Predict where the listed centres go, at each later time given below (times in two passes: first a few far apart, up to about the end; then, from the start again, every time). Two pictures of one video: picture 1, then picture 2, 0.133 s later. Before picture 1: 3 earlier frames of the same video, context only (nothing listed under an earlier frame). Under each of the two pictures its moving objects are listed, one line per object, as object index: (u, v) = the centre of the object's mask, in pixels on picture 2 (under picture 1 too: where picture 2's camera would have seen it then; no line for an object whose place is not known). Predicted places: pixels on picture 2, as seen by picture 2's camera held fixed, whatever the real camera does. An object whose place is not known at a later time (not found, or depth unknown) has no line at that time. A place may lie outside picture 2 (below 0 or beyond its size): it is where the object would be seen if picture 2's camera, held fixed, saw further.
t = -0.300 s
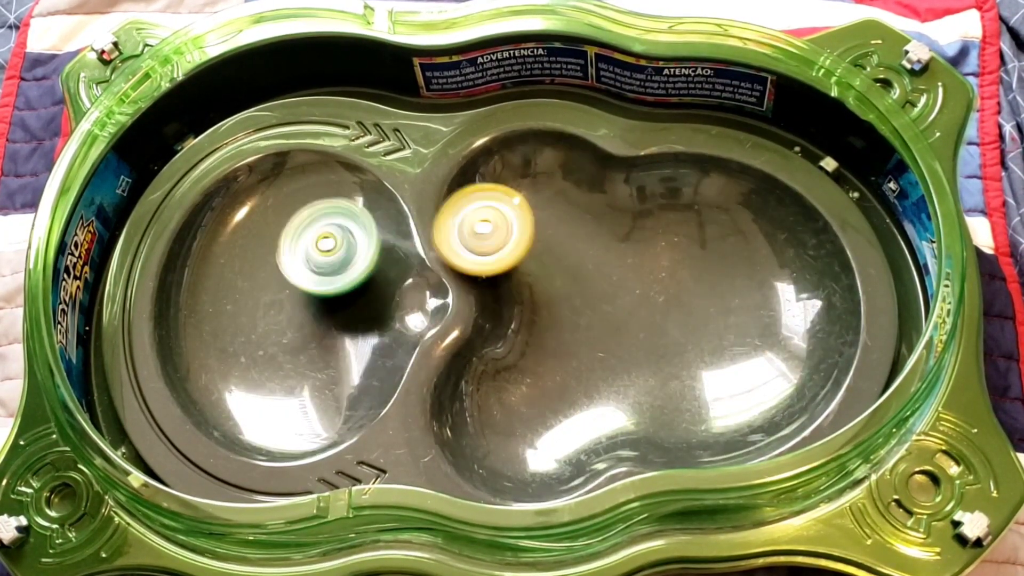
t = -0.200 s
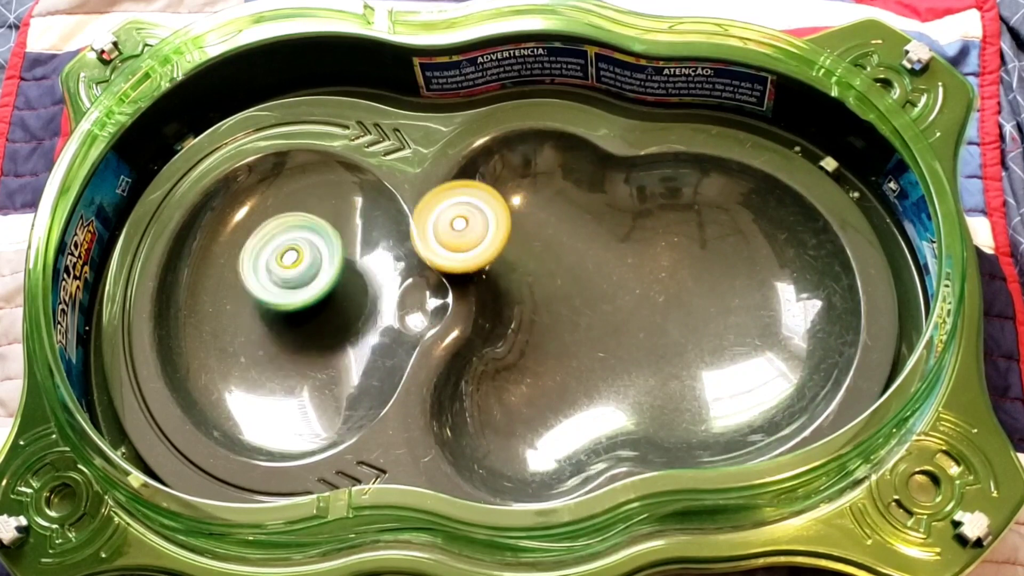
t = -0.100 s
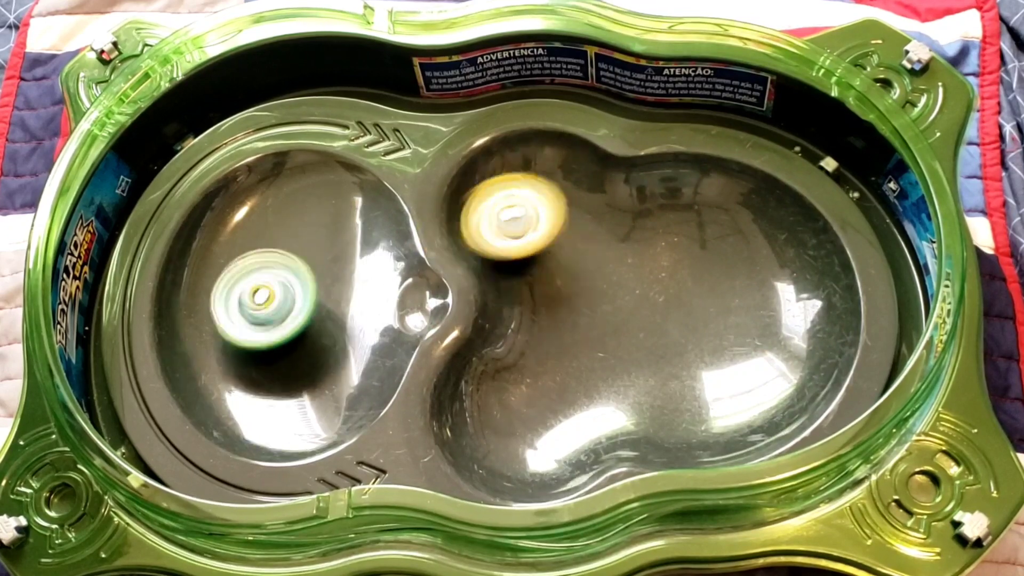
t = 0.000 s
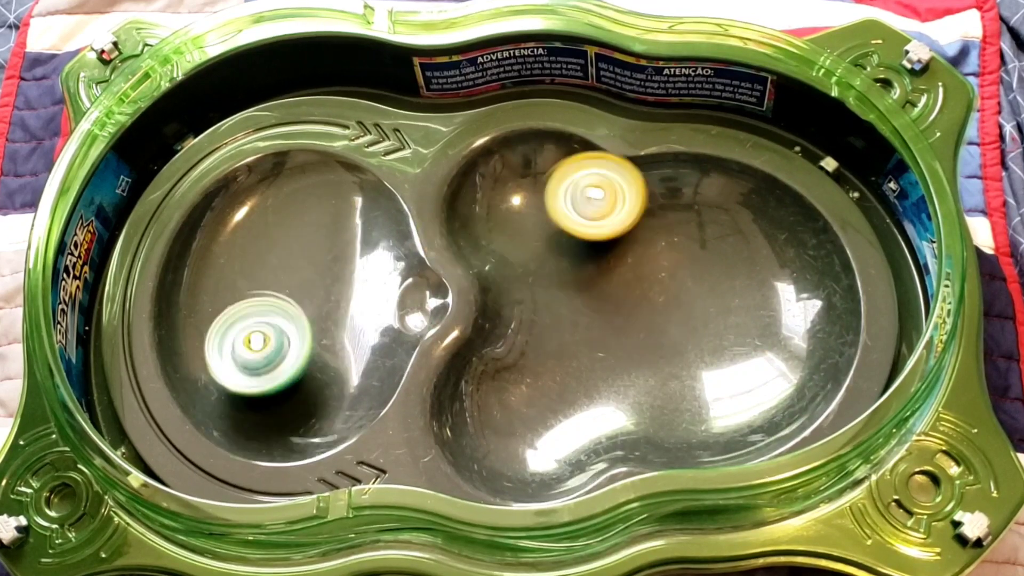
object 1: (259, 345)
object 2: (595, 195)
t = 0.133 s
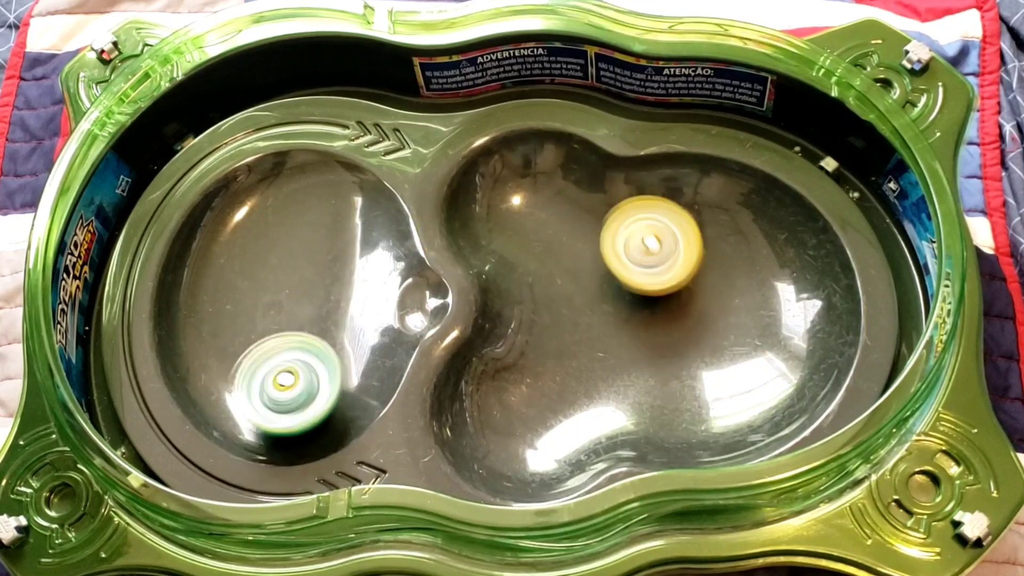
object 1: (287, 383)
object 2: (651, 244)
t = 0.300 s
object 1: (331, 351)
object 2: (688, 331)
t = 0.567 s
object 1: (276, 261)
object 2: (753, 312)
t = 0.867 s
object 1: (230, 335)
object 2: (632, 291)
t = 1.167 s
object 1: (341, 262)
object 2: (588, 383)
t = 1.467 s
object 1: (274, 185)
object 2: (619, 334)
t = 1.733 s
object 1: (264, 308)
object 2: (602, 337)
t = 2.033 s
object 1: (373, 298)
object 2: (689, 314)
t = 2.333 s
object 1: (306, 248)
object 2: (690, 238)
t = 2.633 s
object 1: (221, 354)
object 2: (644, 323)
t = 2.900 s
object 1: (319, 357)
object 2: (729, 356)
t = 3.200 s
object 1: (315, 219)
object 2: (672, 266)
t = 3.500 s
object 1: (225, 252)
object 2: (579, 326)
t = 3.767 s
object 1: (314, 316)
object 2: (606, 377)
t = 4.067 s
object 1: (363, 230)
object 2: (694, 293)
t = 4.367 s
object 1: (253, 269)
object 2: (634, 248)
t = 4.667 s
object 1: (261, 386)
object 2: (644, 326)
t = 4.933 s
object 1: (338, 323)
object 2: (736, 329)
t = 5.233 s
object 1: (280, 221)
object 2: (664, 269)
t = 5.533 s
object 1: (233, 287)
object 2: (603, 345)
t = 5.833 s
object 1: (343, 290)
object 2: (659, 347)
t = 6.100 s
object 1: (339, 219)
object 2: (682, 279)
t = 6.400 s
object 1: (247, 288)
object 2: (628, 258)
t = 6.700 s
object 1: (278, 379)
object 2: (659, 325)
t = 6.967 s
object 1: (335, 308)
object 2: (732, 317)
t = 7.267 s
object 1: (273, 226)
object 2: (661, 281)
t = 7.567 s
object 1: (245, 288)
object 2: (617, 344)
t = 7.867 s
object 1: (342, 288)
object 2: (667, 337)
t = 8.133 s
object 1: (334, 234)
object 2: (683, 277)
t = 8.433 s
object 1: (250, 294)
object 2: (647, 269)
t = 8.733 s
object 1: (277, 368)
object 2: (675, 331)
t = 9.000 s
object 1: (328, 301)
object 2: (722, 314)
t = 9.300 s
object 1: (281, 224)
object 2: (655, 289)
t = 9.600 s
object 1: (251, 275)
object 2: (626, 326)
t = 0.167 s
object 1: (299, 384)
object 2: (658, 267)
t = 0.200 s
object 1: (309, 381)
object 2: (663, 287)
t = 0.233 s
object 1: (319, 373)
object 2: (670, 304)
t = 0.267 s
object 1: (326, 364)
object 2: (678, 319)
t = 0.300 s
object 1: (331, 351)
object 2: (688, 331)
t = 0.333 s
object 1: (334, 336)
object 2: (699, 339)
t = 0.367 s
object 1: (333, 322)
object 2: (710, 344)
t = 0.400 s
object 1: (330, 308)
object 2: (721, 345)
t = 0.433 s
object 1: (324, 294)
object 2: (732, 344)
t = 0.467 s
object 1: (315, 282)
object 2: (739, 340)
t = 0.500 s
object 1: (303, 272)
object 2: (746, 332)
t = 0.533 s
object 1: (290, 265)
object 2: (751, 323)
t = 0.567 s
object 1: (276, 261)
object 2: (753, 312)
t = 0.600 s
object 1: (261, 260)
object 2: (751, 299)
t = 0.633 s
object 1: (247, 262)
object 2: (743, 289)
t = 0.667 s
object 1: (235, 266)
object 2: (731, 280)
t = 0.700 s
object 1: (224, 275)
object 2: (715, 274)
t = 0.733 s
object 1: (217, 286)
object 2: (698, 272)
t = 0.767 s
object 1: (214, 299)
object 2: (679, 273)
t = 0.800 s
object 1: (214, 314)
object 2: (662, 276)
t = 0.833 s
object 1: (219, 325)
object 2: (646, 283)
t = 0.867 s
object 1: (230, 335)
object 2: (632, 291)
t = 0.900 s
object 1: (243, 342)
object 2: (622, 300)
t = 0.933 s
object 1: (258, 343)
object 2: (613, 311)
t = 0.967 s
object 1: (275, 341)
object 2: (607, 322)
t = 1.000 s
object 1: (291, 334)
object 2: (601, 335)
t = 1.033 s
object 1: (304, 324)
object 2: (596, 349)
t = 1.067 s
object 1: (316, 311)
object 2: (591, 361)
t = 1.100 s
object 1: (327, 295)
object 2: (587, 372)
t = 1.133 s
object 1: (335, 279)
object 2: (586, 380)
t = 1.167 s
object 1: (341, 262)
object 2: (588, 383)
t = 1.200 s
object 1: (342, 246)
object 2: (592, 382)
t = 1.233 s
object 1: (342, 229)
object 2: (600, 378)
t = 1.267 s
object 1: (339, 214)
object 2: (608, 373)
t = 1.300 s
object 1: (333, 201)
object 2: (614, 367)
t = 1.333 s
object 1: (324, 190)
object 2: (619, 359)
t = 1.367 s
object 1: (314, 182)
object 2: (623, 352)
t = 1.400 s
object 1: (302, 179)
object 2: (623, 346)
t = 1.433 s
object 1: (288, 180)
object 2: (621, 339)
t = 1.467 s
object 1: (274, 185)
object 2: (619, 334)
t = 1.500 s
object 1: (262, 195)
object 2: (616, 331)
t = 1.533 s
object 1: (253, 209)
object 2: (611, 329)
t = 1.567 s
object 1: (246, 225)
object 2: (607, 329)
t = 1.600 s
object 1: (243, 243)
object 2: (604, 329)
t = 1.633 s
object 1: (243, 260)
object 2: (603, 331)
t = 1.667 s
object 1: (247, 277)
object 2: (601, 334)
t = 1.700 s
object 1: (255, 294)
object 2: (601, 335)
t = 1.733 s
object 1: (264, 308)
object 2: (602, 337)
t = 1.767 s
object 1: (275, 319)
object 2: (606, 339)
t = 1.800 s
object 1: (289, 327)
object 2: (611, 341)
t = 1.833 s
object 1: (303, 333)
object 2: (617, 341)
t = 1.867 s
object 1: (317, 336)
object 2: (626, 339)
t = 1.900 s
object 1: (332, 335)
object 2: (637, 336)
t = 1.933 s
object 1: (345, 331)
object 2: (649, 333)
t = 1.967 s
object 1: (357, 323)
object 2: (662, 328)
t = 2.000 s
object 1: (366, 312)
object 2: (676, 322)
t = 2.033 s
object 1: (373, 298)
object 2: (689, 314)
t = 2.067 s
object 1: (378, 288)
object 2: (701, 305)
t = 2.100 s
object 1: (379, 281)
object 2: (710, 296)
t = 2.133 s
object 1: (375, 274)
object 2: (716, 285)
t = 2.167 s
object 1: (369, 267)
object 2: (719, 274)
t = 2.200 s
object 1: (360, 258)
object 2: (720, 264)
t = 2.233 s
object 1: (349, 251)
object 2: (717, 255)
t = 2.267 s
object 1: (336, 247)
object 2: (710, 248)
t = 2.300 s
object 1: (321, 246)
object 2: (701, 242)
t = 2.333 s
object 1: (306, 248)
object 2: (690, 238)
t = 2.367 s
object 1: (289, 253)
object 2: (677, 238)
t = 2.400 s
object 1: (274, 260)
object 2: (665, 243)
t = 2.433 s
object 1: (259, 270)
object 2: (653, 251)
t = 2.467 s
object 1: (246, 282)
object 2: (643, 261)
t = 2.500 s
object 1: (235, 294)
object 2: (636, 271)
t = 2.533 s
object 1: (227, 308)
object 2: (634, 282)
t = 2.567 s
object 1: (222, 323)
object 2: (635, 295)
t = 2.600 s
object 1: (220, 338)
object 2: (639, 309)
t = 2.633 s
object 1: (221, 354)
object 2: (644, 323)
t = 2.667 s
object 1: (227, 368)
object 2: (650, 336)
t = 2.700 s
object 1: (238, 379)
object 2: (659, 347)
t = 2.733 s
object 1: (250, 387)
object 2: (668, 355)
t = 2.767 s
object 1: (265, 390)
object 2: (680, 360)
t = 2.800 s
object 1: (281, 388)
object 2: (693, 364)
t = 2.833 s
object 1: (297, 380)
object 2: (705, 364)
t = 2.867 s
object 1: (310, 370)
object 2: (718, 362)
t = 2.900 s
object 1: (319, 357)
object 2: (729, 356)
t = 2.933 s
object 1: (328, 343)
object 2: (738, 347)
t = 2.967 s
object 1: (334, 326)
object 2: (743, 335)
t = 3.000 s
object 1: (338, 310)
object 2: (746, 322)
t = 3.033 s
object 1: (340, 292)
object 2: (744, 307)
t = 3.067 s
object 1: (340, 275)
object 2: (735, 294)
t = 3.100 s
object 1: (336, 259)
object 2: (723, 283)
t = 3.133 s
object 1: (331, 244)
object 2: (708, 274)
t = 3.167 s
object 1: (324, 231)
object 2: (689, 269)
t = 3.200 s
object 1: (315, 219)
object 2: (672, 266)
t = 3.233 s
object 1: (304, 209)
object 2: (654, 267)
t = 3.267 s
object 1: (292, 202)
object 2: (637, 269)
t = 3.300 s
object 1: (279, 199)
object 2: (621, 273)
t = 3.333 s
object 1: (265, 198)
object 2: (609, 278)
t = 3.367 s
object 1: (252, 202)
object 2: (599, 286)
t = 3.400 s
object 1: (241, 210)
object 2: (593, 294)
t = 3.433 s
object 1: (232, 222)
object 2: (587, 304)
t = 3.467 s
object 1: (226, 237)
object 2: (582, 315)
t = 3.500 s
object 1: (225, 252)
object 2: (579, 326)
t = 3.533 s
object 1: (227, 268)
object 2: (577, 339)
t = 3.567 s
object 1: (233, 282)
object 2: (575, 353)
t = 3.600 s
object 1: (243, 295)
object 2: (574, 365)
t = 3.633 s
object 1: (255, 304)
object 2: (574, 375)
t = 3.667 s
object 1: (269, 312)
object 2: (578, 382)
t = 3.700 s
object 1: (284, 316)
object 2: (585, 384)
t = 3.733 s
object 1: (299, 317)
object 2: (594, 382)
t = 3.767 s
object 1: (314, 316)
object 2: (606, 377)
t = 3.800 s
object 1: (328, 312)
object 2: (619, 370)
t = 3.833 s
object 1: (341, 306)
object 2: (632, 362)
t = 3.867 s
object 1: (352, 296)
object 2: (646, 354)
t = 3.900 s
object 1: (362, 285)
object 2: (659, 345)
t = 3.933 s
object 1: (369, 274)
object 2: (670, 336)
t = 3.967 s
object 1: (372, 263)
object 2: (680, 327)
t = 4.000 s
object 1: (372, 251)
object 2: (687, 316)
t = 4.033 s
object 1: (369, 239)
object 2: (692, 305)
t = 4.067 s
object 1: (363, 230)
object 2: (694, 293)
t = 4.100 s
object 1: (354, 223)
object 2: (694, 282)
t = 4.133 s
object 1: (342, 219)
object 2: (693, 271)
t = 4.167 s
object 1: (329, 219)
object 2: (688, 262)
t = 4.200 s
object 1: (315, 221)
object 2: (682, 254)
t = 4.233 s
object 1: (301, 227)
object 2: (674, 248)
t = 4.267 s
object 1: (288, 235)
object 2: (665, 246)
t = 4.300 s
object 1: (275, 245)
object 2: (654, 245)
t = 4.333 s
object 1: (264, 257)
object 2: (644, 246)
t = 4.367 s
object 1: (253, 269)
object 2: (634, 248)
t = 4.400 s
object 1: (245, 283)
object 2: (625, 252)
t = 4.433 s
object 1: (238, 298)
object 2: (619, 257)
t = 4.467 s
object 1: (234, 313)
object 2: (615, 263)
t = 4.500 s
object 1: (232, 328)
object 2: (615, 271)
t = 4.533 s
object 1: (232, 342)
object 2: (618, 281)
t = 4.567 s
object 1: (235, 356)
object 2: (623, 291)
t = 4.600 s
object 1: (241, 368)
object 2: (629, 303)
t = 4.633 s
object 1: (250, 379)
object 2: (637, 315)
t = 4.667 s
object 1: (261, 386)
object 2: (644, 326)
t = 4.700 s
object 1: (274, 390)
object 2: (653, 335)
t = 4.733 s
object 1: (289, 388)
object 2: (664, 342)
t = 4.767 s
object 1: (302, 384)
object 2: (677, 346)
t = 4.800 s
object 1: (313, 376)
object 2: (690, 349)
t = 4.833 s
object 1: (322, 365)
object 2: (704, 348)
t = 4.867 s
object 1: (330, 352)
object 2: (717, 344)
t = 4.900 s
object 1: (335, 338)
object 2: (729, 338)
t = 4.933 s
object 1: (338, 323)
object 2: (736, 329)
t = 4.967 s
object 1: (339, 308)
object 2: (741, 318)
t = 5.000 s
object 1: (338, 292)
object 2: (743, 306)
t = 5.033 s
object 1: (335, 277)
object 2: (739, 294)
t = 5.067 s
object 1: (329, 265)
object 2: (732, 283)
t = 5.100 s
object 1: (322, 253)
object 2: (721, 276)
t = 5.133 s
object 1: (313, 242)
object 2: (708, 270)
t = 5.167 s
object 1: (304, 233)
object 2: (694, 267)
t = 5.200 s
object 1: (293, 226)
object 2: (679, 267)
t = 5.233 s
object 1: (280, 221)
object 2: (664, 269)
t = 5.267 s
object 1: (268, 218)
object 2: (651, 274)
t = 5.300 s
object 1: (256, 219)
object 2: (639, 279)
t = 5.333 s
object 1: (246, 223)
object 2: (629, 285)
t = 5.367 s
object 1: (236, 230)
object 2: (622, 293)
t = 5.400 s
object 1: (229, 240)
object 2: (616, 302)
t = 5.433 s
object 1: (225, 251)
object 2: (612, 312)
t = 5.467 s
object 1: (224, 264)
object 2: (609, 323)
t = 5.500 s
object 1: (227, 276)
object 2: (605, 334)
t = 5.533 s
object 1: (233, 287)
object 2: (603, 345)
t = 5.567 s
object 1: (243, 297)
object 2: (602, 354)
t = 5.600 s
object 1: (254, 304)
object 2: (602, 361)
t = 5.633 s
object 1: (267, 309)
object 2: (606, 365)
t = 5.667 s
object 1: (281, 311)
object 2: (613, 366)
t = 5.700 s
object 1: (295, 311)
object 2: (621, 365)
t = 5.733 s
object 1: (309, 309)
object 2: (630, 362)
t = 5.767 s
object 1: (321, 305)
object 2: (640, 358)
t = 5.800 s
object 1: (333, 298)
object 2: (650, 353)
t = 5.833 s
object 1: (343, 290)
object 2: (659, 347)
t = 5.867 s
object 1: (352, 280)
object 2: (667, 341)
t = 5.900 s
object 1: (358, 270)
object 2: (674, 334)
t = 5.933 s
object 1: (362, 259)
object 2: (680, 326)
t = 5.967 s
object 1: (363, 248)
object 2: (684, 316)
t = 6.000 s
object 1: (361, 237)
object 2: (686, 307)
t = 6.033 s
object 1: (356, 229)
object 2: (686, 297)
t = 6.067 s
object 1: (349, 223)
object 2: (685, 288)
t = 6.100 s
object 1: (339, 219)
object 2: (682, 279)
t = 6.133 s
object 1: (327, 218)
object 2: (678, 272)
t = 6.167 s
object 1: (315, 221)
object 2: (673, 265)
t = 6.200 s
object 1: (304, 225)
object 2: (667, 260)
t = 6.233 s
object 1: (292, 232)
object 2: (661, 257)
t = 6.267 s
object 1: (281, 241)
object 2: (654, 255)
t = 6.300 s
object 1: (270, 251)
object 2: (647, 254)
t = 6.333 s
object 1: (261, 262)
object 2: (640, 254)
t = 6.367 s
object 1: (253, 274)
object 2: (633, 255)
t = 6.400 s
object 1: (247, 288)
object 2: (628, 258)
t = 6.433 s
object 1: (242, 301)
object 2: (625, 263)
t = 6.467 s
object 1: (239, 315)
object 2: (624, 268)
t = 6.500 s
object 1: (238, 328)
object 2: (625, 275)
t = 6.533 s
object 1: (240, 341)
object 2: (628, 283)
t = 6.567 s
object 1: (244, 353)
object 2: (632, 291)
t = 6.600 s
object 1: (250, 363)
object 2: (638, 301)
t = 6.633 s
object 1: (258, 371)
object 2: (644, 310)
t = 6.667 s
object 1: (268, 376)
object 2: (651, 318)
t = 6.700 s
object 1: (278, 379)
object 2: (659, 325)
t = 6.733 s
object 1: (291, 378)
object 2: (668, 332)
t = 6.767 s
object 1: (301, 374)
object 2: (678, 336)
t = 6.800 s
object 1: (311, 367)
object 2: (689, 339)
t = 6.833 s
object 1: (319, 358)
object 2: (701, 338)
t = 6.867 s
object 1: (326, 347)
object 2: (711, 336)
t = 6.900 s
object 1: (331, 335)
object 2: (721, 331)
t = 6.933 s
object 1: (333, 321)
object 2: (728, 325)
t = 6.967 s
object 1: (335, 308)
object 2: (732, 317)
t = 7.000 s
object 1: (334, 295)
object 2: (733, 307)
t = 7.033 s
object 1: (332, 281)
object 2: (730, 298)
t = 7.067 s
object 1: (327, 269)
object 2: (725, 290)
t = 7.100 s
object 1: (321, 259)
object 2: (717, 285)
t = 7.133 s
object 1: (313, 249)
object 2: (706, 280)
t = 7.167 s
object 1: (304, 240)
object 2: (695, 277)
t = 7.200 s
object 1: (294, 234)
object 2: (683, 277)
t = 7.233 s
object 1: (284, 229)
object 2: (672, 279)
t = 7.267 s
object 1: (273, 226)
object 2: (661, 281)
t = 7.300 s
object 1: (263, 226)
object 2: (651, 286)
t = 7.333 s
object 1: (253, 228)
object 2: (642, 291)
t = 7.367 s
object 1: (244, 232)
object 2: (635, 298)
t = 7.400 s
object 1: (237, 240)
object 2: (630, 305)
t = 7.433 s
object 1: (233, 249)
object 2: (626, 313)
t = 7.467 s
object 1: (232, 259)
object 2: (622, 322)
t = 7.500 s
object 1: (233, 270)
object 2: (620, 330)
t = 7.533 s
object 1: (238, 279)
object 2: (618, 338)
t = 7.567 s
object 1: (245, 288)
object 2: (617, 344)
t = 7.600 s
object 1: (254, 296)
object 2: (617, 349)
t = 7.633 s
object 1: (264, 301)
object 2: (620, 352)
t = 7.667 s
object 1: (276, 305)
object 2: (625, 354)
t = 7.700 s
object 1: (288, 307)
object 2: (632, 354)
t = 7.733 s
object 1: (300, 306)
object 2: (639, 353)
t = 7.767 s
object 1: (312, 303)
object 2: (647, 350)
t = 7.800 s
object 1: (322, 300)
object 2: (654, 346)
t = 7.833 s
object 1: (333, 295)
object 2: (661, 342)
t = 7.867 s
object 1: (342, 288)
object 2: (667, 337)
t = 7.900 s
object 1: (349, 280)
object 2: (674, 332)
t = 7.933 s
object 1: (355, 271)
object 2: (680, 325)
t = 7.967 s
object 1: (357, 262)
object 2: (684, 317)
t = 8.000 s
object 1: (356, 254)
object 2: (686, 309)
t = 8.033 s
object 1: (354, 247)
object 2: (687, 300)
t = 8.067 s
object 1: (349, 241)
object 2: (687, 292)
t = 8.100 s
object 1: (343, 236)
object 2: (685, 284)
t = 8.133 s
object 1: (334, 234)
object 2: (683, 277)
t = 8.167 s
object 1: (324, 234)
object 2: (680, 272)
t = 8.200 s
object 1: (313, 237)
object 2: (676, 266)
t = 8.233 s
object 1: (303, 241)
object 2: (671, 263)
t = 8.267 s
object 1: (292, 247)
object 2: (666, 261)
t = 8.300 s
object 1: (282, 253)
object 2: (661, 261)
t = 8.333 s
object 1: (272, 262)
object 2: (656, 262)
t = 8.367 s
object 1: (263, 272)
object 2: (653, 264)
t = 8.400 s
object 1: (256, 282)
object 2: (650, 266)
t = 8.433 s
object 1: (250, 294)
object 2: (647, 269)
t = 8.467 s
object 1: (246, 305)
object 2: (645, 274)
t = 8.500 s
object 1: (242, 316)
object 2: (645, 280)
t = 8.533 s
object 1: (241, 328)
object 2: (646, 287)
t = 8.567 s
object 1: (243, 339)
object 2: (648, 294)
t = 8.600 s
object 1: (246, 349)
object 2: (652, 302)
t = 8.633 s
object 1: (252, 356)
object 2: (656, 310)
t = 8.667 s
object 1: (259, 363)
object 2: (661, 318)
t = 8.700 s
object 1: (267, 367)
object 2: (667, 325)
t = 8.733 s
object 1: (277, 368)
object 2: (675, 331)
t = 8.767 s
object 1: (287, 366)
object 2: (684, 335)
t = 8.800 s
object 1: (297, 362)
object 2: (693, 337)
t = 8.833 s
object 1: (305, 354)
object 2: (700, 336)
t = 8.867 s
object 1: (312, 346)
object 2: (708, 335)
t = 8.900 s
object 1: (319, 336)
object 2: (715, 332)
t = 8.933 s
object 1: (323, 325)
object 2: (720, 327)
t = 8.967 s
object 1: (328, 313)
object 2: (722, 321)
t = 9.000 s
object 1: (328, 301)
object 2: (722, 314)
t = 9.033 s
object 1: (329, 289)
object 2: (719, 308)
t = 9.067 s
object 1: (328, 277)
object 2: (715, 302)
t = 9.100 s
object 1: (325, 266)
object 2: (710, 296)
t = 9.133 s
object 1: (320, 256)
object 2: (701, 291)
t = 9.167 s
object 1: (313, 247)
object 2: (692, 288)
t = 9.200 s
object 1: (307, 239)
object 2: (682, 287)
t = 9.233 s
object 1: (299, 232)
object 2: (673, 287)
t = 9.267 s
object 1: (291, 227)
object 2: (664, 288)
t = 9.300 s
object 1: (281, 224)
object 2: (655, 289)
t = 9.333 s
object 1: (272, 223)
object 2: (647, 291)
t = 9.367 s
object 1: (264, 224)
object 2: (641, 295)
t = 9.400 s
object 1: (257, 228)
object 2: (635, 299)
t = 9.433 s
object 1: (252, 232)
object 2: (632, 303)
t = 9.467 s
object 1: (247, 239)
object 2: (629, 307)
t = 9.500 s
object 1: (245, 248)
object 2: (626, 312)
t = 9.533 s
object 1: (245, 257)
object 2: (625, 317)
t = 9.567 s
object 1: (248, 266)
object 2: (625, 322)
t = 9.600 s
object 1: (251, 275)
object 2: (626, 326)
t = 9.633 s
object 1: (257, 283)
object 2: (626, 330)
